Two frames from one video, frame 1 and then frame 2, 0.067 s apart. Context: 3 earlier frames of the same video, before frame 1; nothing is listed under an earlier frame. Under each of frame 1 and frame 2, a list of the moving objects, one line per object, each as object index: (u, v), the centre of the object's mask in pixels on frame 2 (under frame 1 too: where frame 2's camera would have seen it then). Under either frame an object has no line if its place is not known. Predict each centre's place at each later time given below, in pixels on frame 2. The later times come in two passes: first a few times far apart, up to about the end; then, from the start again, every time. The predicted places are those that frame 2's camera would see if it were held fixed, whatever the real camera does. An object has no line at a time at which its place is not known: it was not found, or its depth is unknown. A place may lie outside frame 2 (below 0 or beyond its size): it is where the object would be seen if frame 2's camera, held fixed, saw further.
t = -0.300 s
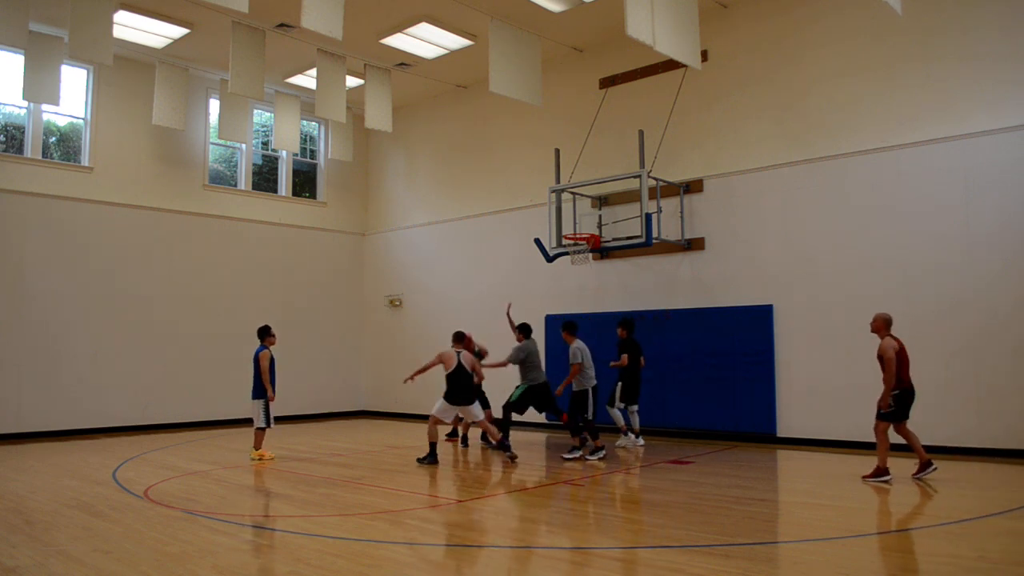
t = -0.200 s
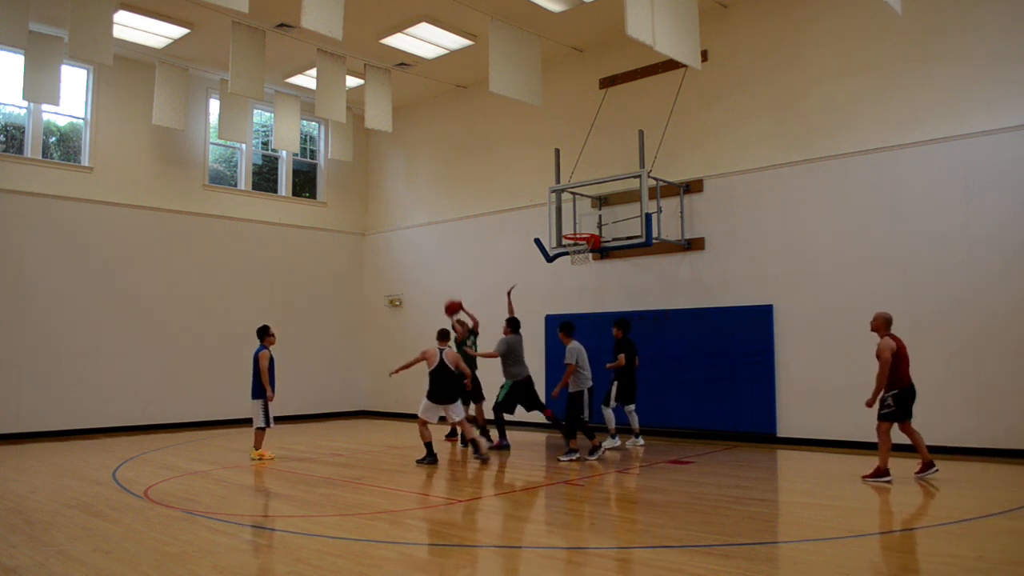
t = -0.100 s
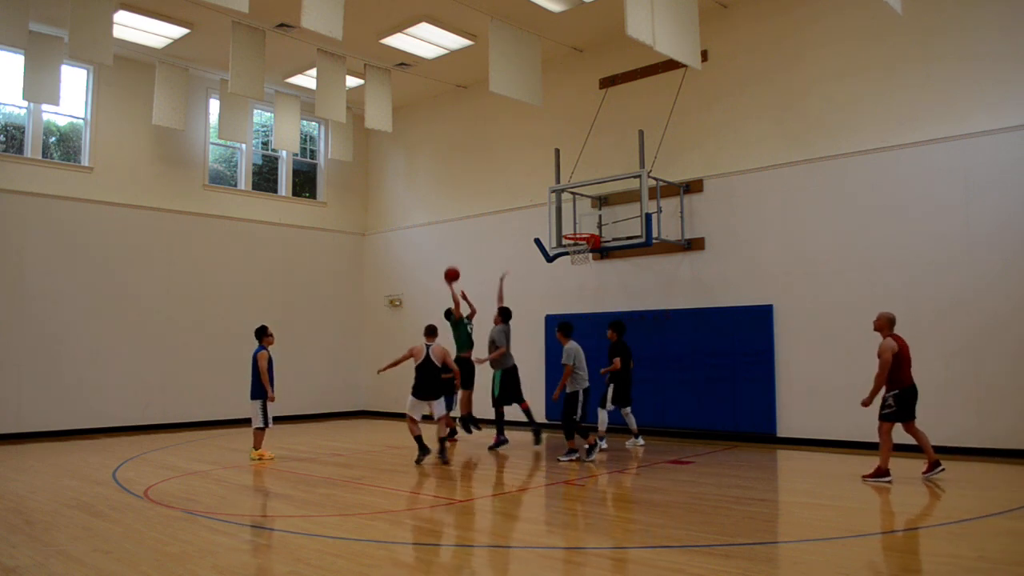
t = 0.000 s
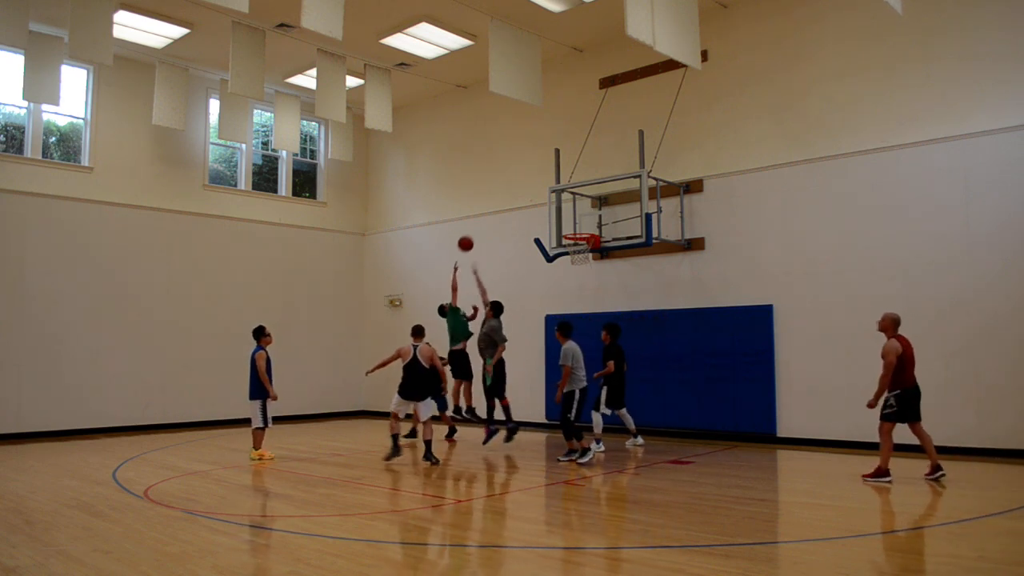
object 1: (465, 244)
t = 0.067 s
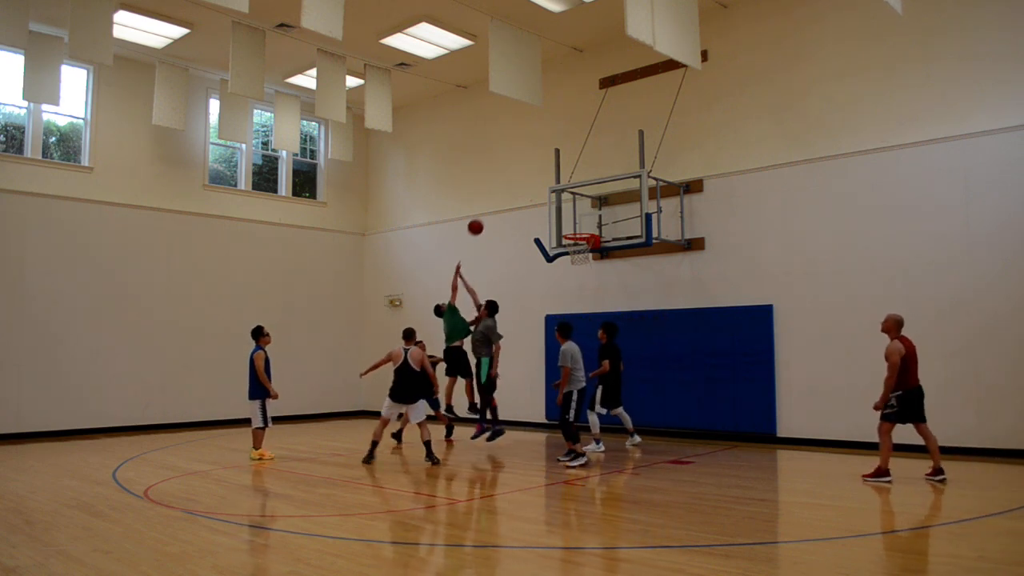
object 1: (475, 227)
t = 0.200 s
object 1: (495, 203)
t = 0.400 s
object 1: (524, 189)
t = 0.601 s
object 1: (553, 201)
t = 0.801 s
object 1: (582, 239)
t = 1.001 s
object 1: (595, 274)
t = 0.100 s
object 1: (480, 220)
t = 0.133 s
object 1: (485, 213)
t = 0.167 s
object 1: (490, 208)
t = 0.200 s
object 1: (495, 203)
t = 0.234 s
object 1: (500, 199)
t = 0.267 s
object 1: (505, 195)
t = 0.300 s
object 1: (509, 193)
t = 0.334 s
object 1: (514, 191)
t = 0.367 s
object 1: (519, 189)
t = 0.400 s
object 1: (524, 189)
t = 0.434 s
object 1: (529, 189)
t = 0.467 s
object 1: (534, 190)
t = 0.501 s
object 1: (538, 191)
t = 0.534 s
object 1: (543, 194)
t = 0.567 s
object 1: (548, 197)
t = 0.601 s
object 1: (553, 201)
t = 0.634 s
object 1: (558, 206)
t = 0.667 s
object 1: (563, 211)
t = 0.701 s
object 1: (568, 217)
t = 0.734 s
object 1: (572, 224)
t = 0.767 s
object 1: (577, 230)
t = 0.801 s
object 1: (582, 239)
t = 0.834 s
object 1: (587, 243)
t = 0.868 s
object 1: (589, 252)
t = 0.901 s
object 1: (591, 258)
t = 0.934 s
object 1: (592, 262)
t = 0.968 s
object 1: (594, 267)
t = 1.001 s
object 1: (595, 274)
